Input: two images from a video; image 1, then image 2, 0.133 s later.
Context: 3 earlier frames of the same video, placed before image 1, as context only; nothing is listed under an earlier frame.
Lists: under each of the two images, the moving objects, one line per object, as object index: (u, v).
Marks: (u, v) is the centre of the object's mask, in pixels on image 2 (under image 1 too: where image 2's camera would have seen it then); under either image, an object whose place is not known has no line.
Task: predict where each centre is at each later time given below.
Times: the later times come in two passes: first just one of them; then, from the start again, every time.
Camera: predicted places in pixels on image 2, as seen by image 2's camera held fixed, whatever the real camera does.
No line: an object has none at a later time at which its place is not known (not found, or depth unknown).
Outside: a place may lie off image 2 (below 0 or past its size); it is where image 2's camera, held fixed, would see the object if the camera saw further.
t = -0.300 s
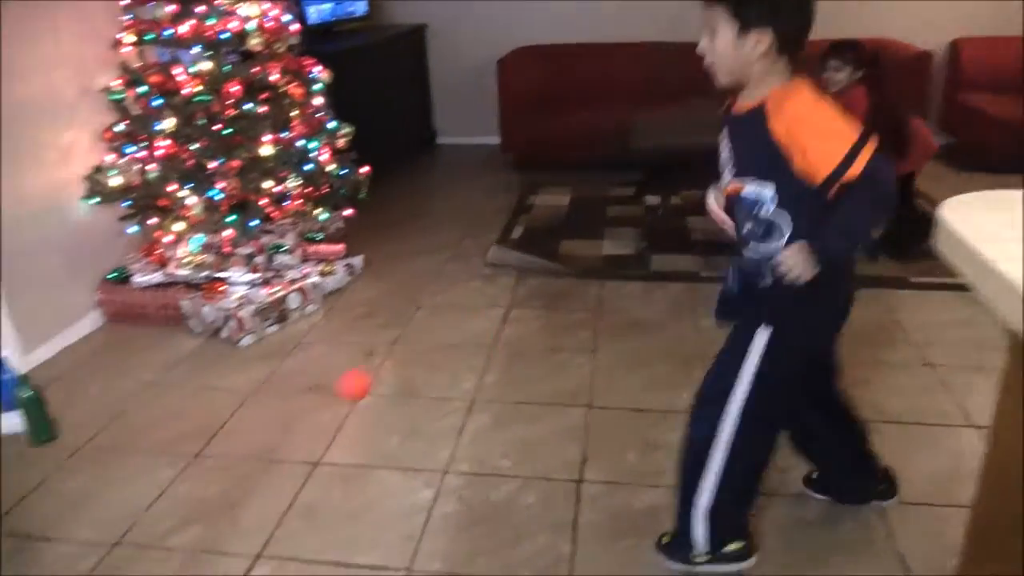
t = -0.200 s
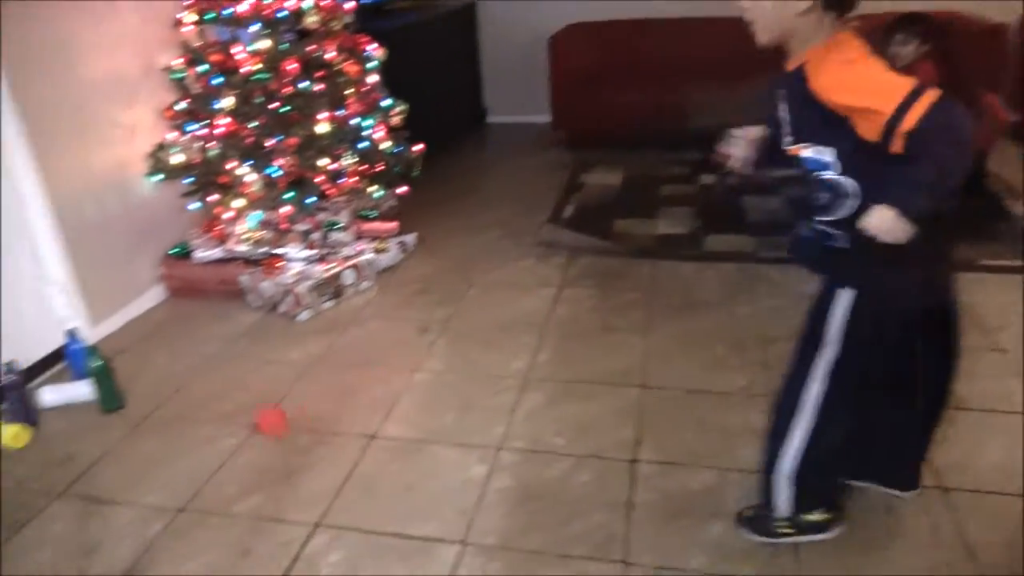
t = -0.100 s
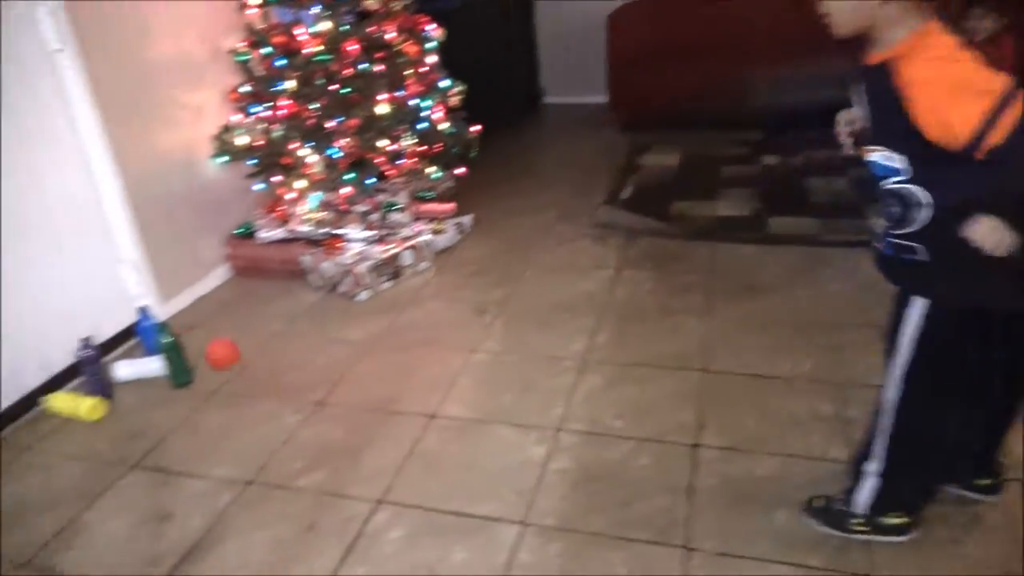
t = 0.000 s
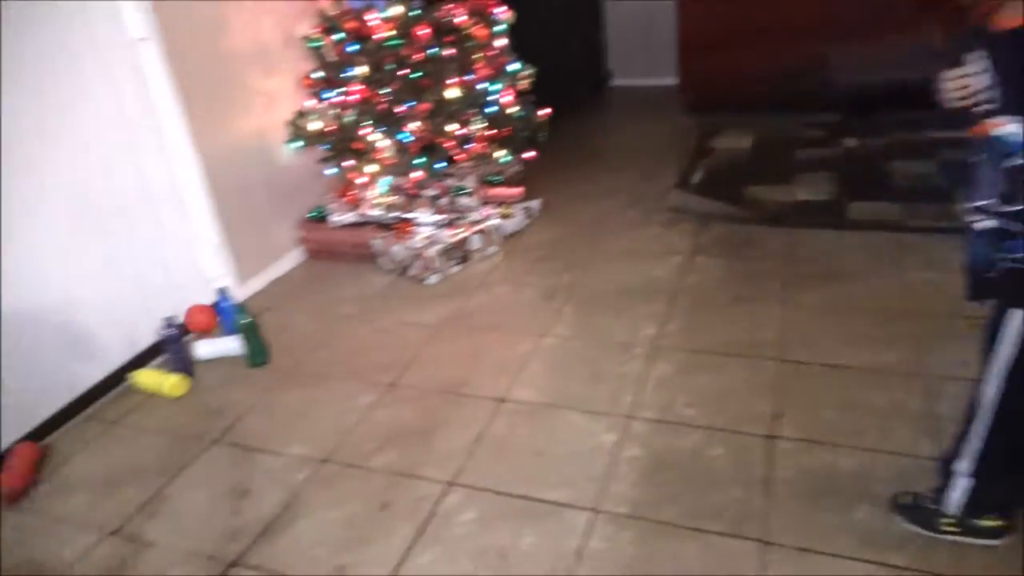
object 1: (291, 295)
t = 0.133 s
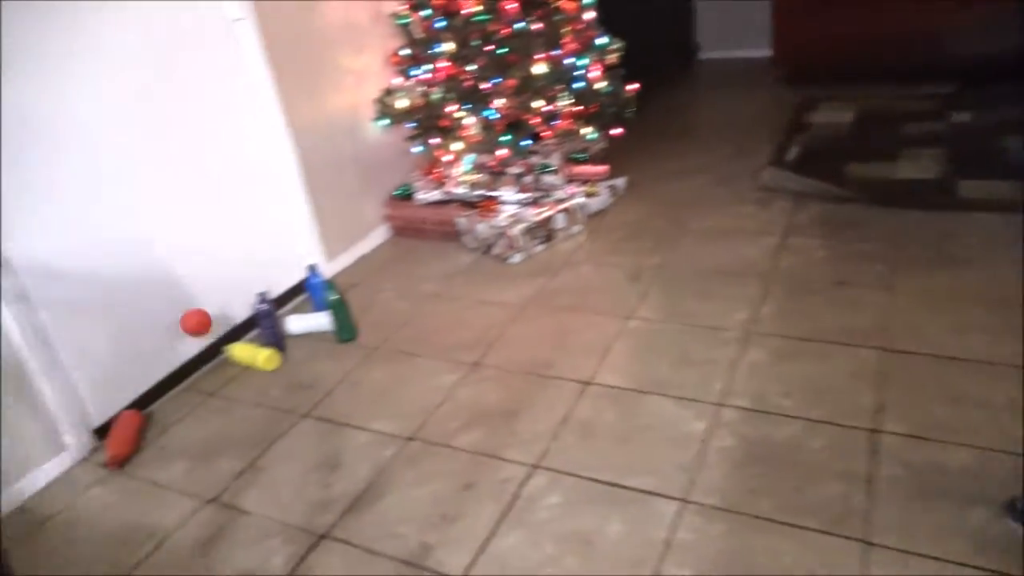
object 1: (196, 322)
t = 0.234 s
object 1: (222, 346)
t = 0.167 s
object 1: (198, 330)
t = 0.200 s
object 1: (210, 337)
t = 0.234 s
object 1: (222, 346)
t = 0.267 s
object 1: (236, 360)
